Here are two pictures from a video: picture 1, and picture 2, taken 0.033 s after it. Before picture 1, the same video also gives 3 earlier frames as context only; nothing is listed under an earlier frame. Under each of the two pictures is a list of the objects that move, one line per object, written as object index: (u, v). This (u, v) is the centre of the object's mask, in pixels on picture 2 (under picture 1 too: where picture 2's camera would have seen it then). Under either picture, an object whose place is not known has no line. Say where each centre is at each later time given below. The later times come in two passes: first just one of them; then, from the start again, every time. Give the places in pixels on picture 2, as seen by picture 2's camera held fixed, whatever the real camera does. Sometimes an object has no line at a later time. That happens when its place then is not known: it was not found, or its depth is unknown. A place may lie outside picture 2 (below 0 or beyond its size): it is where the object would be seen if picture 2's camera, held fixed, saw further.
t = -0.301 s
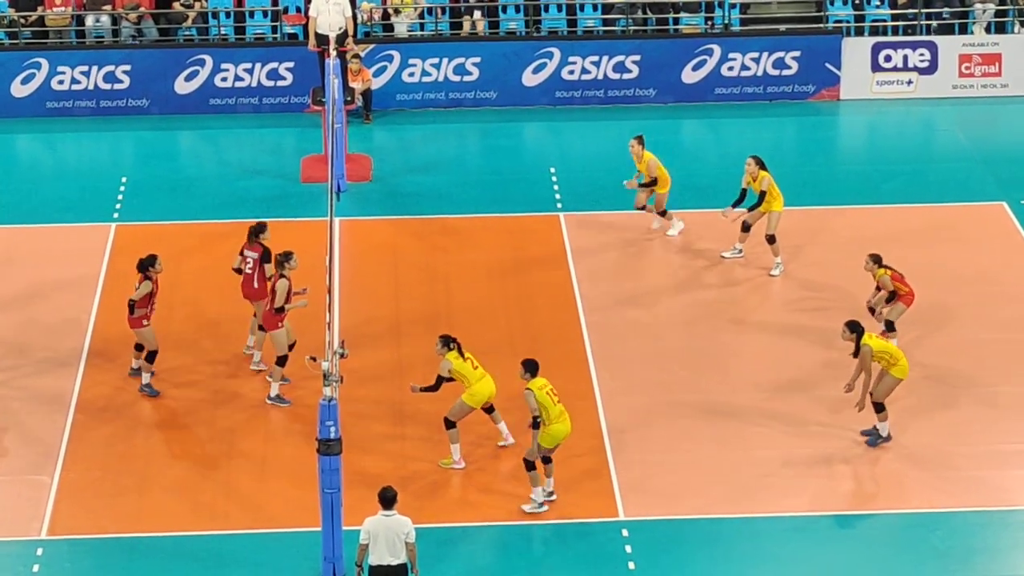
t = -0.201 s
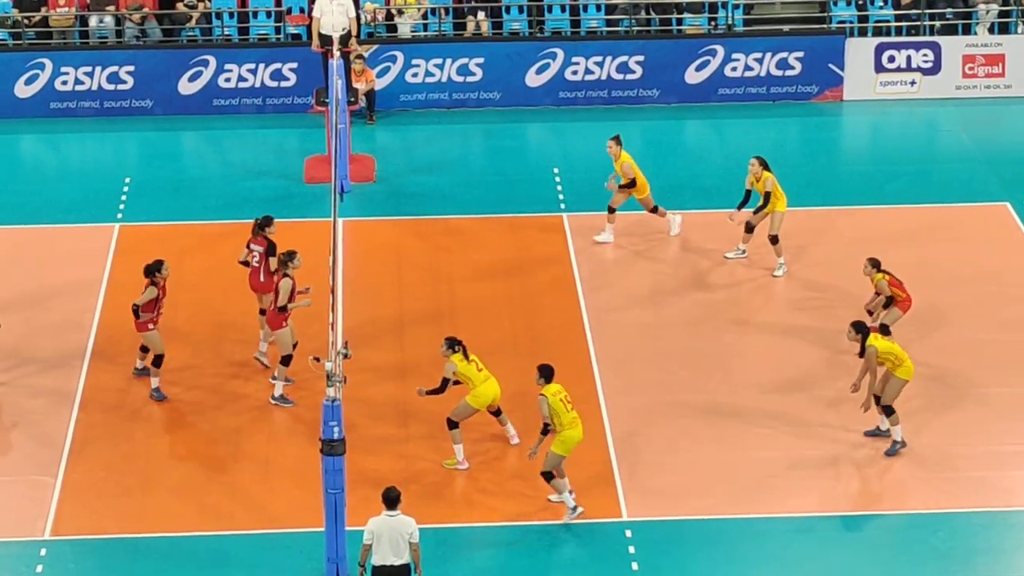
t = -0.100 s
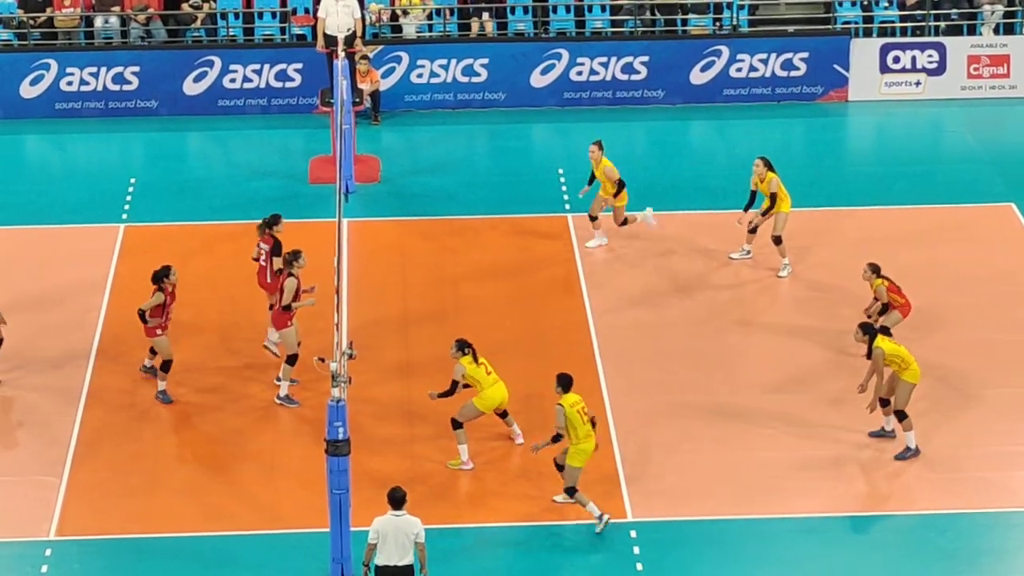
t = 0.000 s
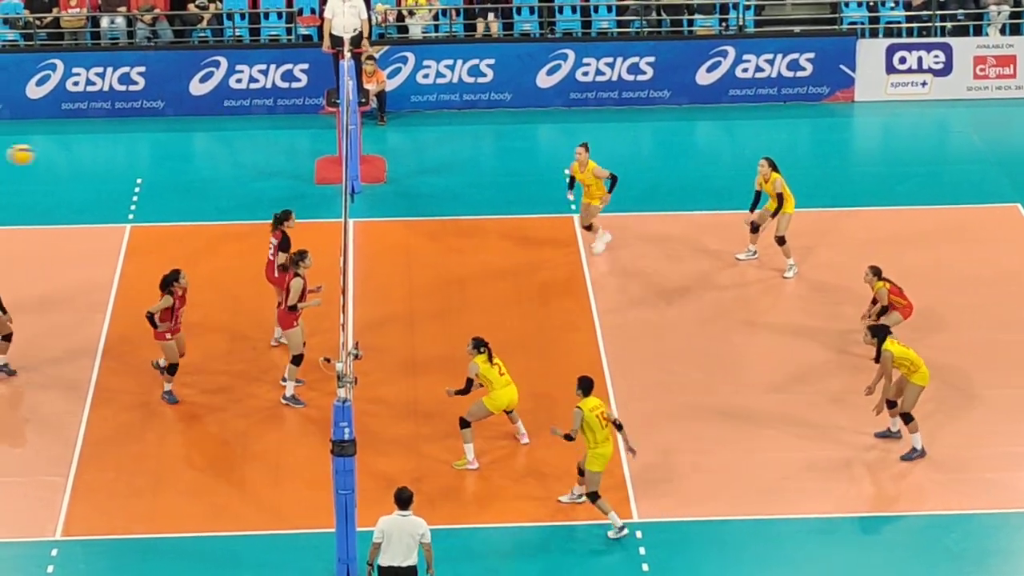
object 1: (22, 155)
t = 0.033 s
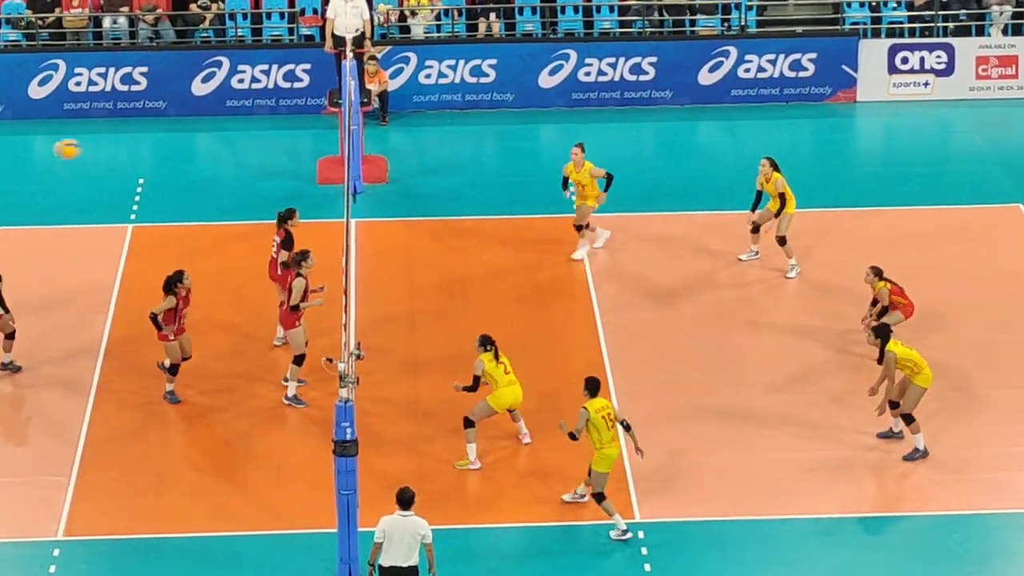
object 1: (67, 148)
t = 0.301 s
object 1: (397, 148)
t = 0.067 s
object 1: (110, 144)
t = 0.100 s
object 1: (154, 142)
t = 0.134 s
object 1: (196, 140)
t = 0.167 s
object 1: (237, 140)
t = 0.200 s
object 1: (278, 141)
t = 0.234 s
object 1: (318, 143)
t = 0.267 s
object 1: (358, 144)
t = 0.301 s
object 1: (397, 148)
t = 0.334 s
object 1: (435, 153)
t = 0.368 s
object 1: (472, 158)
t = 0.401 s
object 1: (509, 165)
